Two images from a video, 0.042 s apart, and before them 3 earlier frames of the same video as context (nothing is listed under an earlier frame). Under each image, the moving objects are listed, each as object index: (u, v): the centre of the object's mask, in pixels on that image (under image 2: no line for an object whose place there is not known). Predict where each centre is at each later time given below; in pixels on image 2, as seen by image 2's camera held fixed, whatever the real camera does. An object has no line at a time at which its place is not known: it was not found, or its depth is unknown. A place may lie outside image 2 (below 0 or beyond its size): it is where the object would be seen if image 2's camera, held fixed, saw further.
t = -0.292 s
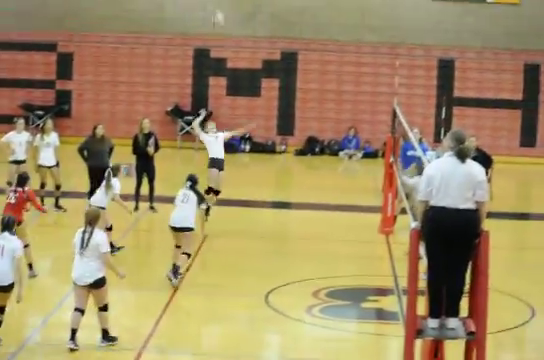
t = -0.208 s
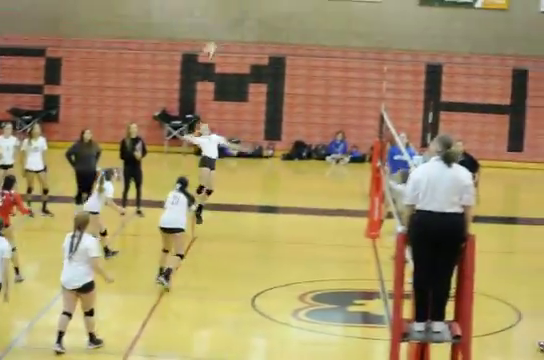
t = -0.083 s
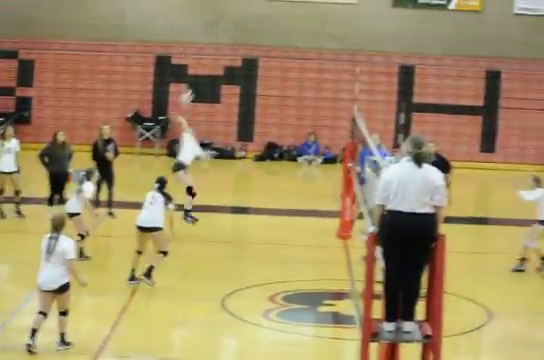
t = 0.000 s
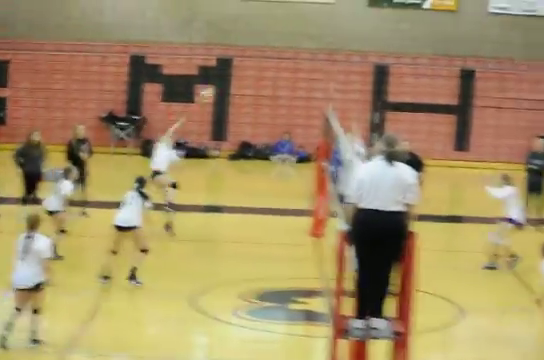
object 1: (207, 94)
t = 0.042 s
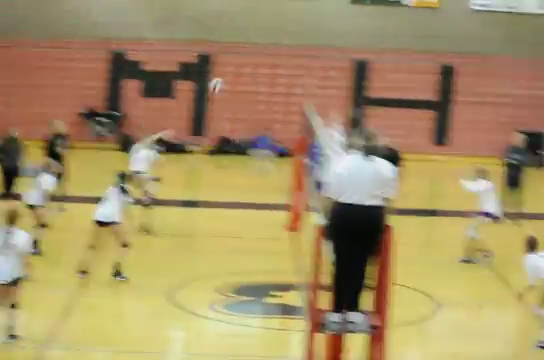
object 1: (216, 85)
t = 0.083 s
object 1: (247, 80)
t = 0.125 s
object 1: (279, 77)
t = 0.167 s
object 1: (311, 74)
